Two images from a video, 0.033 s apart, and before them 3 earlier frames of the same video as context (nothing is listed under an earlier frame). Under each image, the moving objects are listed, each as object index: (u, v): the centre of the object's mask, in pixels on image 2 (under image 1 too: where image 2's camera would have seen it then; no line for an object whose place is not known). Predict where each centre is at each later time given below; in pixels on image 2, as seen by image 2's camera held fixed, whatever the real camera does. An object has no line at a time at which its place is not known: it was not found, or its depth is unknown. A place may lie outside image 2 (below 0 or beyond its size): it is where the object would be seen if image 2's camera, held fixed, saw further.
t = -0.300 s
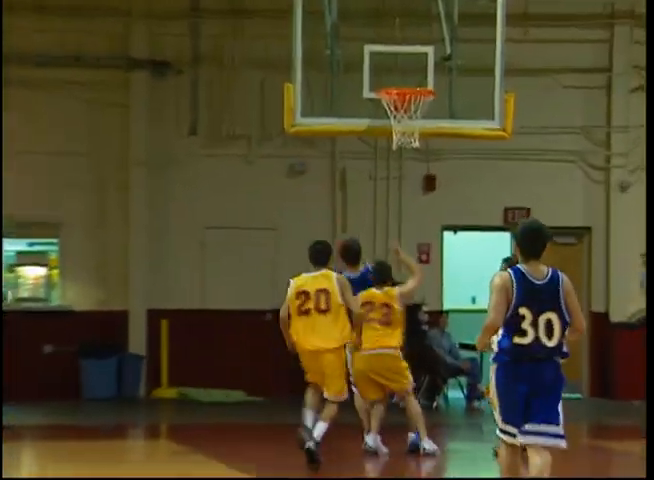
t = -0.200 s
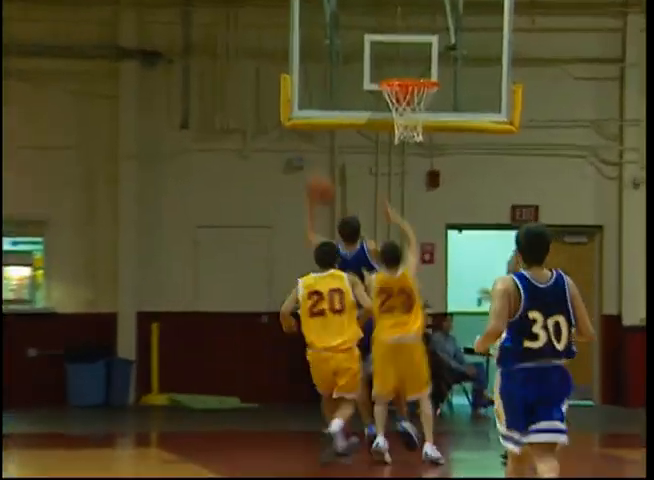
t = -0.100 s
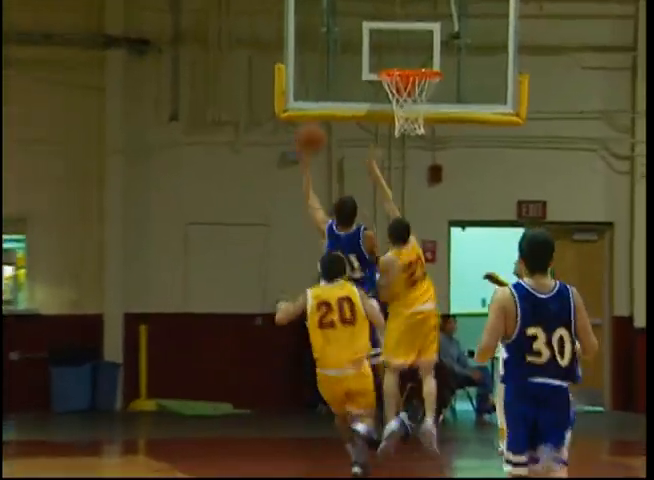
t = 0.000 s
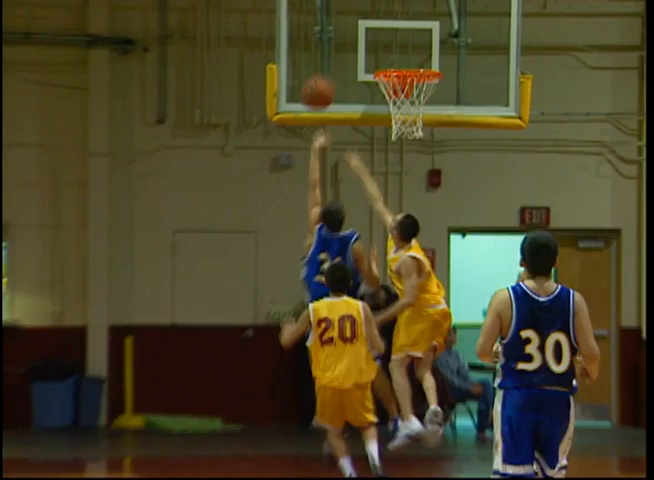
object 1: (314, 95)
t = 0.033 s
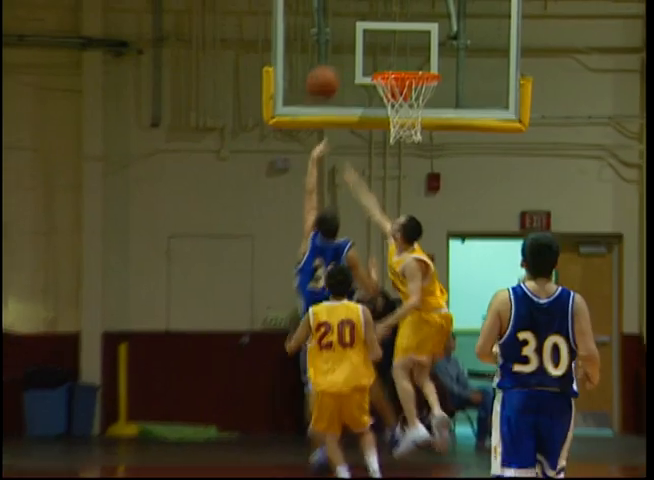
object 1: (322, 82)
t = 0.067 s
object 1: (331, 70)
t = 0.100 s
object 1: (339, 60)
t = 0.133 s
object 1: (346, 51)
